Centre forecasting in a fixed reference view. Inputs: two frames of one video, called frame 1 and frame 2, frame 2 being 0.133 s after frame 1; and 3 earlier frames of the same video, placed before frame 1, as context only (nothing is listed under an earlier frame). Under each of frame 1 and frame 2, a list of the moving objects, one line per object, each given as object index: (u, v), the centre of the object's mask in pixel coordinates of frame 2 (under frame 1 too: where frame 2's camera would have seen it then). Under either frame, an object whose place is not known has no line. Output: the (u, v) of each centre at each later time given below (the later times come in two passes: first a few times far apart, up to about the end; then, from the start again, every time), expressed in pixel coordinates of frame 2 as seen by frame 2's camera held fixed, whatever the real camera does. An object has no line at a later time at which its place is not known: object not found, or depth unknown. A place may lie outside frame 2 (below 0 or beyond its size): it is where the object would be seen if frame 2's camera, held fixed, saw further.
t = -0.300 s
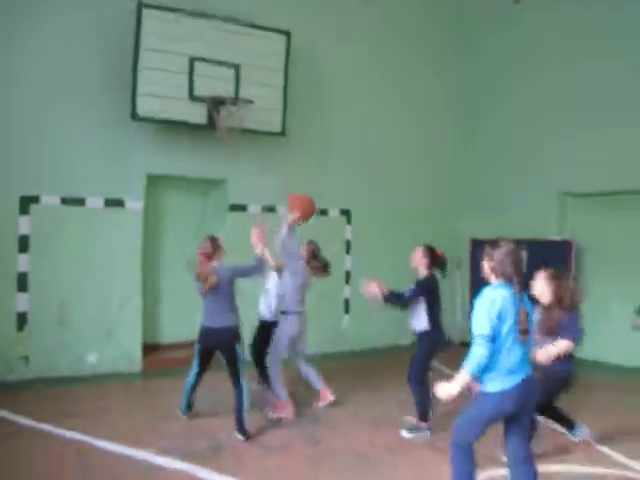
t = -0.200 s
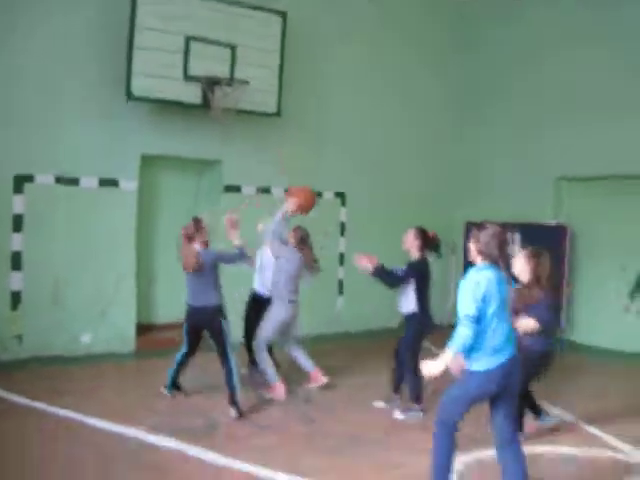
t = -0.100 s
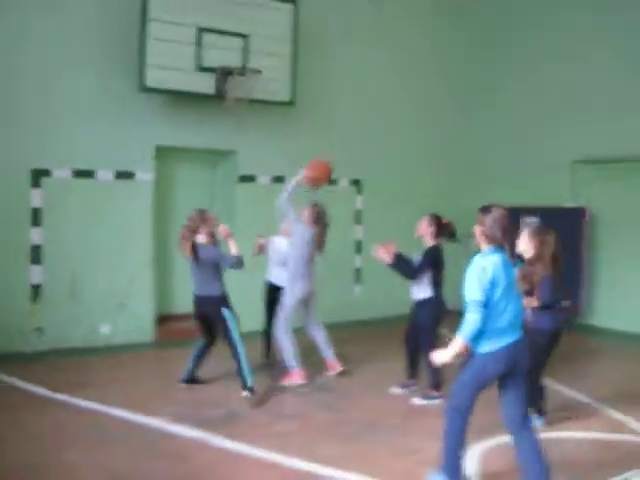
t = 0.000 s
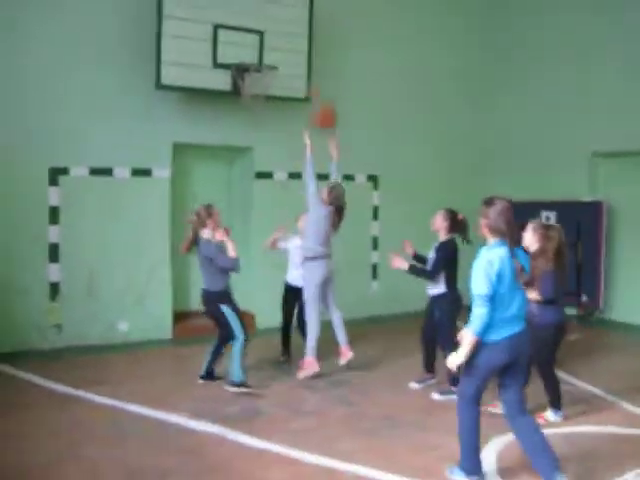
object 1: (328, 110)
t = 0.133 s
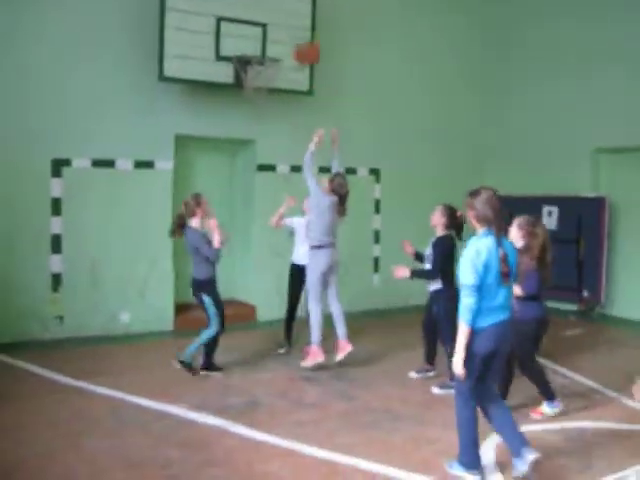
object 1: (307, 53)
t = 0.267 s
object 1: (288, 17)
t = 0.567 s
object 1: (251, 15)
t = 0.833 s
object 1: (251, 49)
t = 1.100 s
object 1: (292, 46)
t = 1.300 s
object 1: (322, 81)
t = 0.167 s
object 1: (303, 43)
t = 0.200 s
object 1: (298, 34)
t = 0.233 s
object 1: (293, 26)
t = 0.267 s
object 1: (288, 17)
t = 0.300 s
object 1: (283, 14)
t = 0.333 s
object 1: (279, 10)
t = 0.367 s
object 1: (275, 9)
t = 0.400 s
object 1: (270, 8)
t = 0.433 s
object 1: (266, 8)
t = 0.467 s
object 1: (263, 8)
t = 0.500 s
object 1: (259, 9)
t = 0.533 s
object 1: (255, 11)
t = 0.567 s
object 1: (251, 15)
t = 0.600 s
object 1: (247, 20)
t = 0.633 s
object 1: (244, 26)
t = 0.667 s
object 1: (240, 32)
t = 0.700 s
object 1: (239, 38)
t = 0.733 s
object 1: (240, 44)
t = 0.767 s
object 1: (242, 47)
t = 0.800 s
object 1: (246, 48)
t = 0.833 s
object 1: (251, 49)
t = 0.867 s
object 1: (254, 49)
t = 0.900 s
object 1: (260, 47)
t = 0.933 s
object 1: (266, 45)
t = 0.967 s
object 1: (272, 43)
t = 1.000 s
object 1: (274, 42)
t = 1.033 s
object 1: (280, 42)
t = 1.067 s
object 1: (287, 43)
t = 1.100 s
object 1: (292, 46)
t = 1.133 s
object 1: (297, 49)
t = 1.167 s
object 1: (302, 53)
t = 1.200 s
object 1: (307, 60)
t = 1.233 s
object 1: (312, 66)
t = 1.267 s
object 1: (317, 71)
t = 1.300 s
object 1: (322, 81)
